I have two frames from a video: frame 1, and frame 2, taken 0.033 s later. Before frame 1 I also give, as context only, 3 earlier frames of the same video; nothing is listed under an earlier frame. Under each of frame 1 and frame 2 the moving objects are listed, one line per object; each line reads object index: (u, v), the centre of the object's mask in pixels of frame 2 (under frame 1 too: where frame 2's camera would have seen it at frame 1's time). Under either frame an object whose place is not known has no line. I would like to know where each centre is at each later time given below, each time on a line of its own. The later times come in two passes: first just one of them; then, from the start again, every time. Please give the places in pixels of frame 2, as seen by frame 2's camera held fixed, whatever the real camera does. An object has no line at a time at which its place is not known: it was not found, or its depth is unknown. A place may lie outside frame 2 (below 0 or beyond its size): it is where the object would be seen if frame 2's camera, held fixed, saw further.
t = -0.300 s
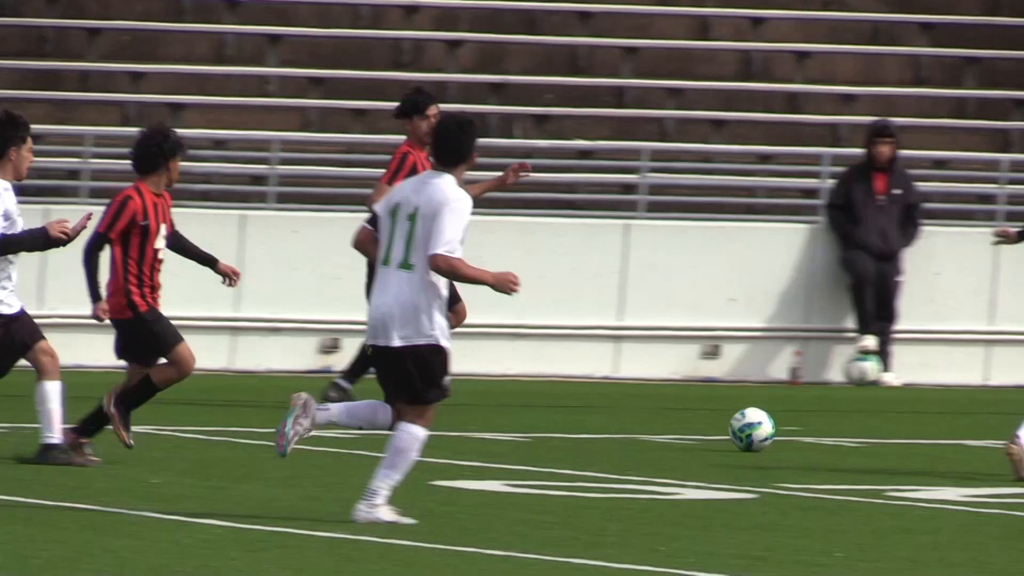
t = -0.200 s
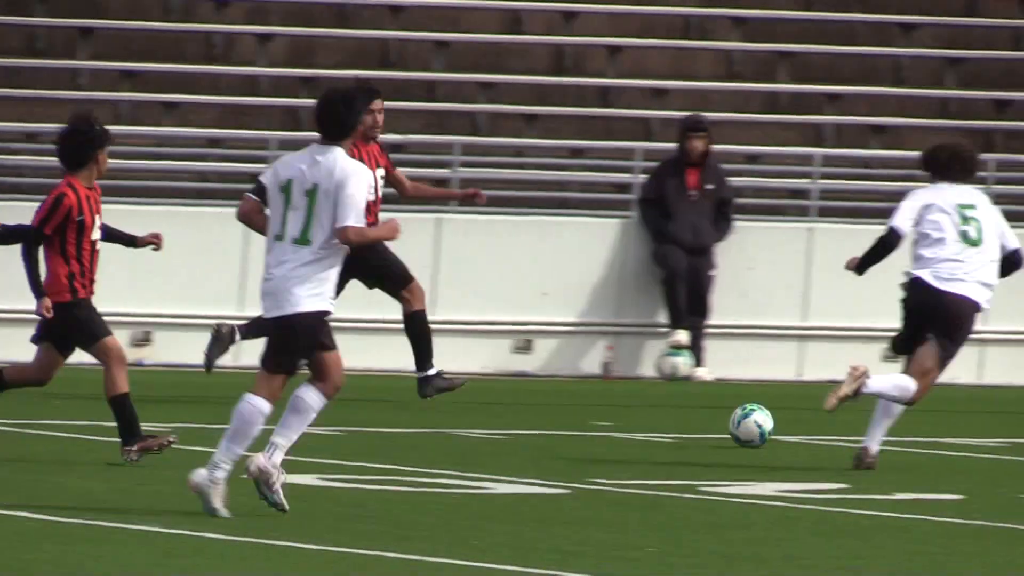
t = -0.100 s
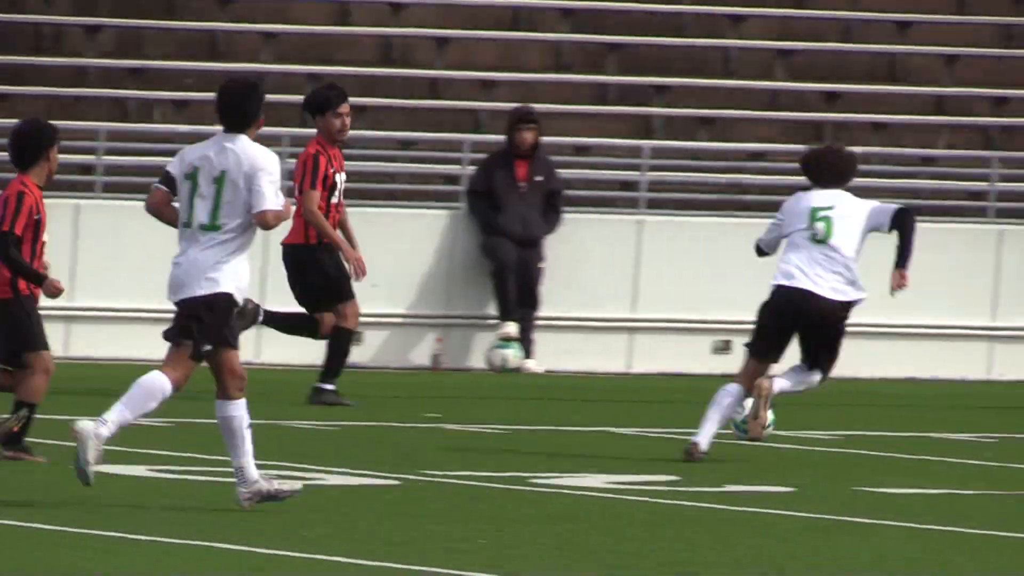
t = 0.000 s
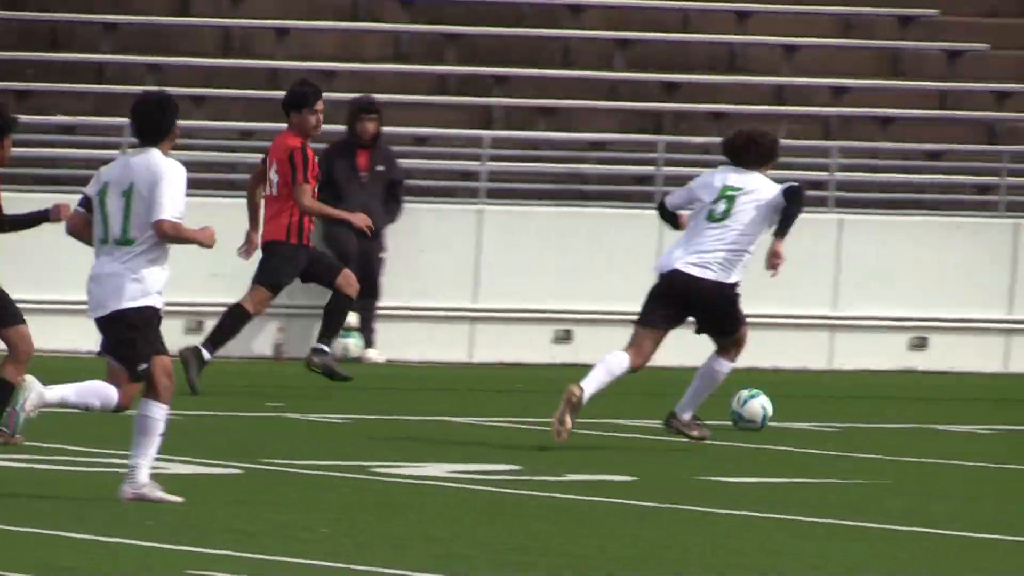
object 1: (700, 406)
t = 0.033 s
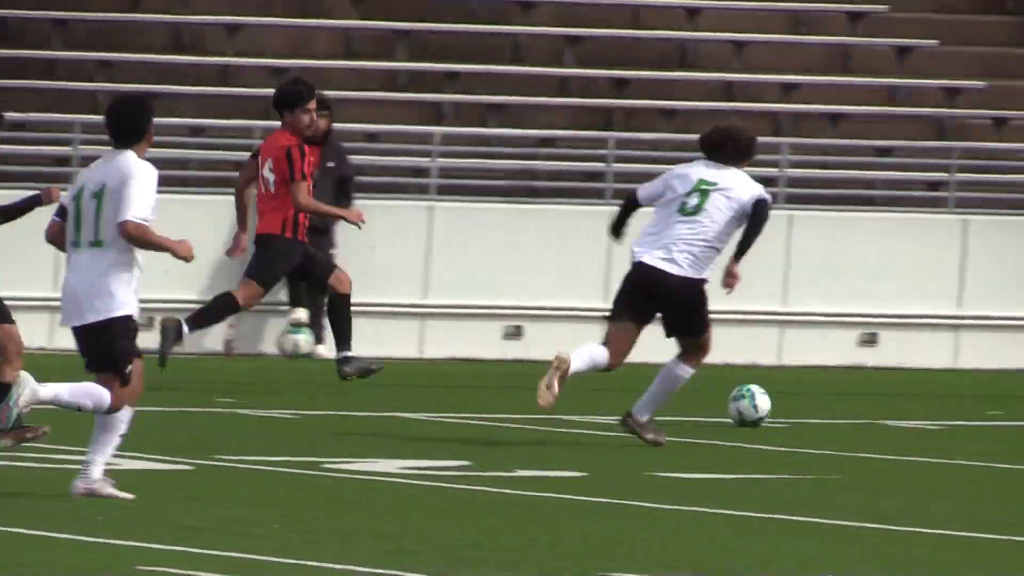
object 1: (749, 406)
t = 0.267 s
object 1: (1067, 418)
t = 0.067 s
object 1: (799, 407)
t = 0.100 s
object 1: (847, 407)
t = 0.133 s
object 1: (895, 409)
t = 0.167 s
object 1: (940, 413)
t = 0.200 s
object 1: (983, 415)
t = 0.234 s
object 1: (1026, 416)
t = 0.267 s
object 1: (1067, 418)
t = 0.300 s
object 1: (1108, 419)
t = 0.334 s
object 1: (1150, 420)
